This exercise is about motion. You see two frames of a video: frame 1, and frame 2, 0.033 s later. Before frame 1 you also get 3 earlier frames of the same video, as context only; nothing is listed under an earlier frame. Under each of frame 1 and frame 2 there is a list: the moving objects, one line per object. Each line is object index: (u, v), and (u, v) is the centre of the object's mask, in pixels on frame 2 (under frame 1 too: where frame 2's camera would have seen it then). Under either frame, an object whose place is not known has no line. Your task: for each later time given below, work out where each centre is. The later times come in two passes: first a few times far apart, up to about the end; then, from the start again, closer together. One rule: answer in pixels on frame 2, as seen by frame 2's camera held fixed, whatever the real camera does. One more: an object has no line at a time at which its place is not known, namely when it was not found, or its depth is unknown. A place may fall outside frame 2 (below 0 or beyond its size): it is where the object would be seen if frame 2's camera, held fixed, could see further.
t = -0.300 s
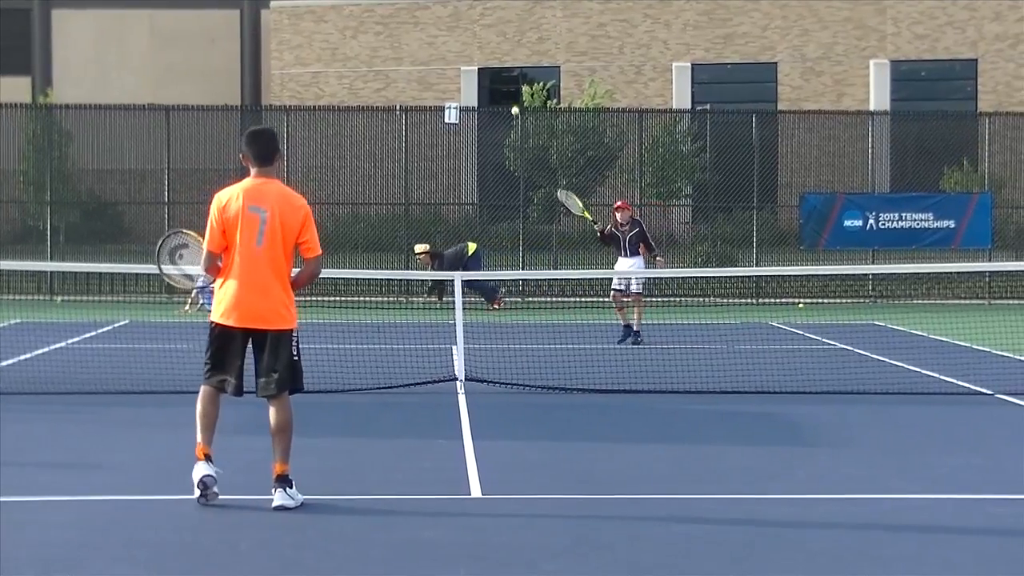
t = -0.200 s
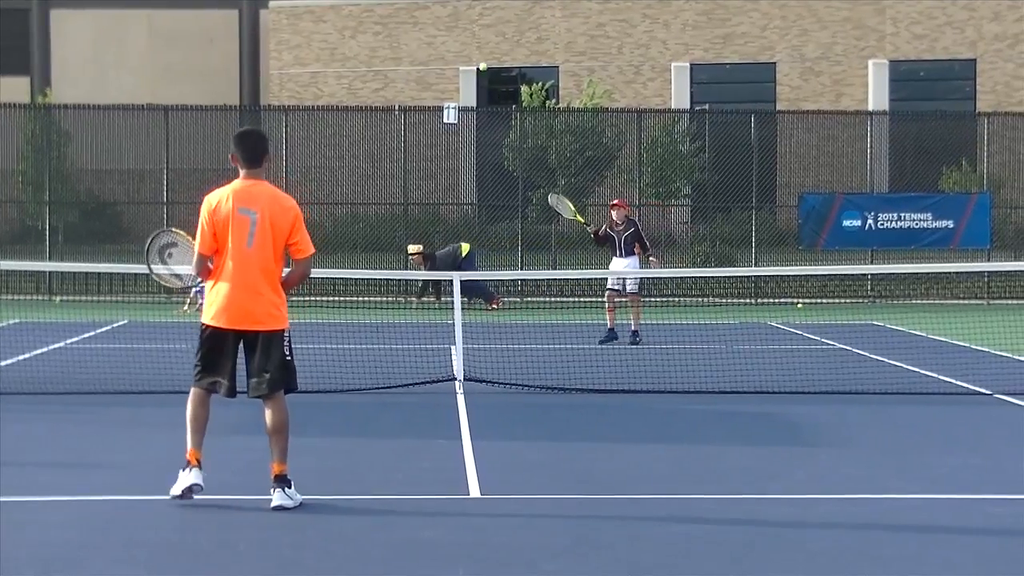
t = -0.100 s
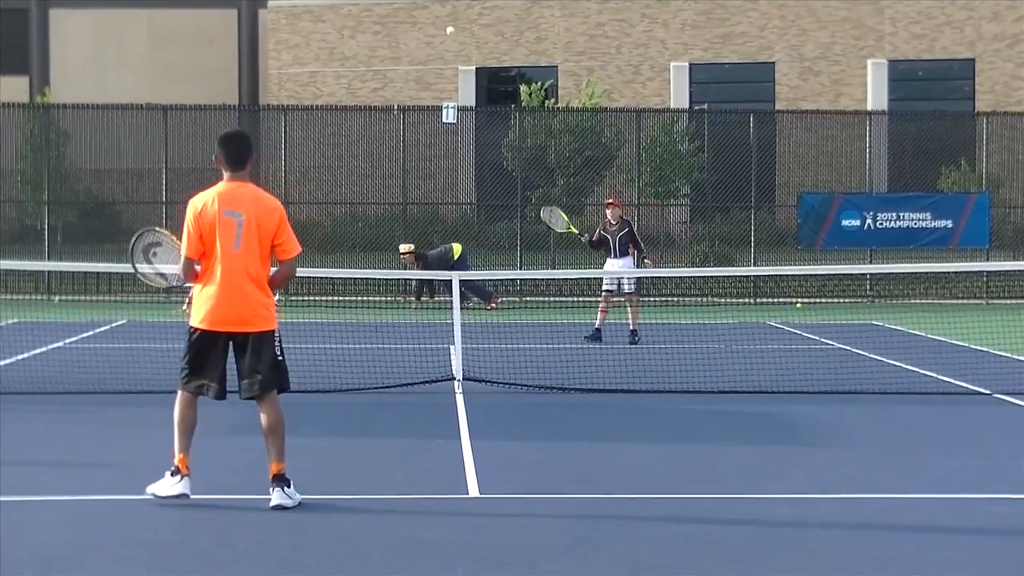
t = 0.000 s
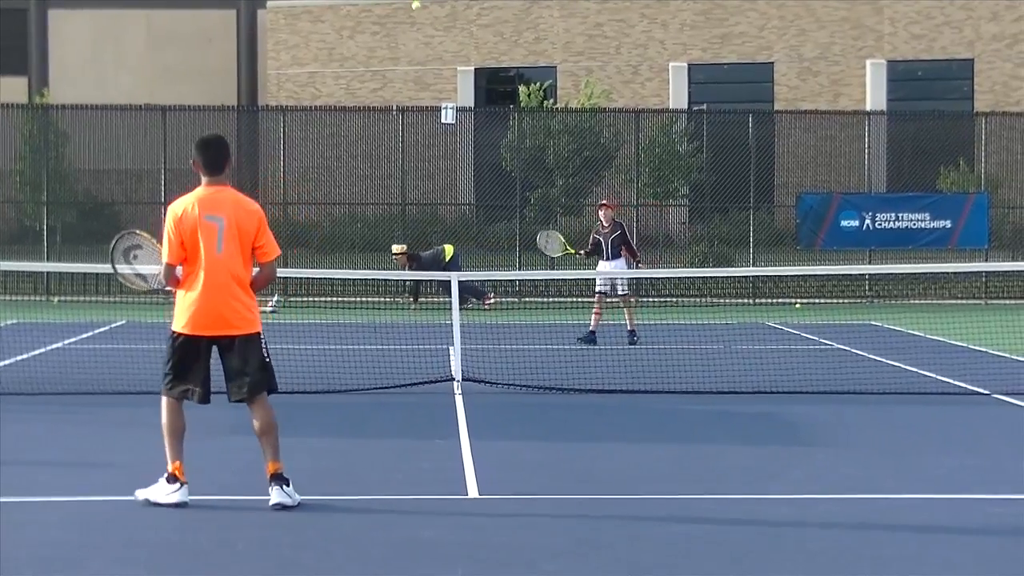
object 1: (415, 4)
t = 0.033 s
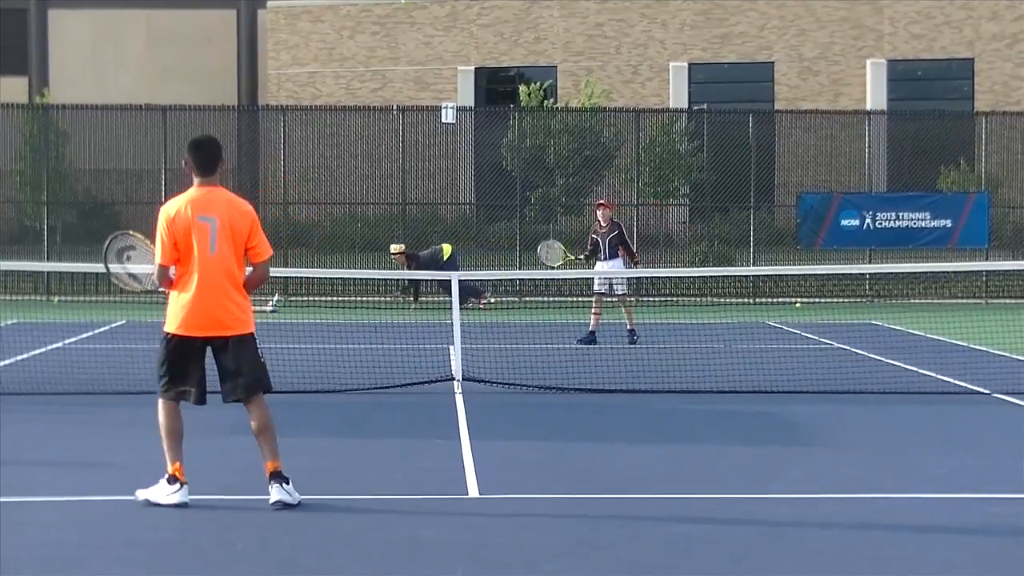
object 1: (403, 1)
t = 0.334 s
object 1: (297, 3)
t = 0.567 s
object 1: (206, 88)
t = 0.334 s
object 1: (297, 3)
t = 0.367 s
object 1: (285, 9)
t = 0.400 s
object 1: (273, 17)
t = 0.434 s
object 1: (260, 29)
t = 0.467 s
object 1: (247, 41)
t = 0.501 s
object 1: (234, 56)
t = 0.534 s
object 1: (220, 71)
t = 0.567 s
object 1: (206, 88)
